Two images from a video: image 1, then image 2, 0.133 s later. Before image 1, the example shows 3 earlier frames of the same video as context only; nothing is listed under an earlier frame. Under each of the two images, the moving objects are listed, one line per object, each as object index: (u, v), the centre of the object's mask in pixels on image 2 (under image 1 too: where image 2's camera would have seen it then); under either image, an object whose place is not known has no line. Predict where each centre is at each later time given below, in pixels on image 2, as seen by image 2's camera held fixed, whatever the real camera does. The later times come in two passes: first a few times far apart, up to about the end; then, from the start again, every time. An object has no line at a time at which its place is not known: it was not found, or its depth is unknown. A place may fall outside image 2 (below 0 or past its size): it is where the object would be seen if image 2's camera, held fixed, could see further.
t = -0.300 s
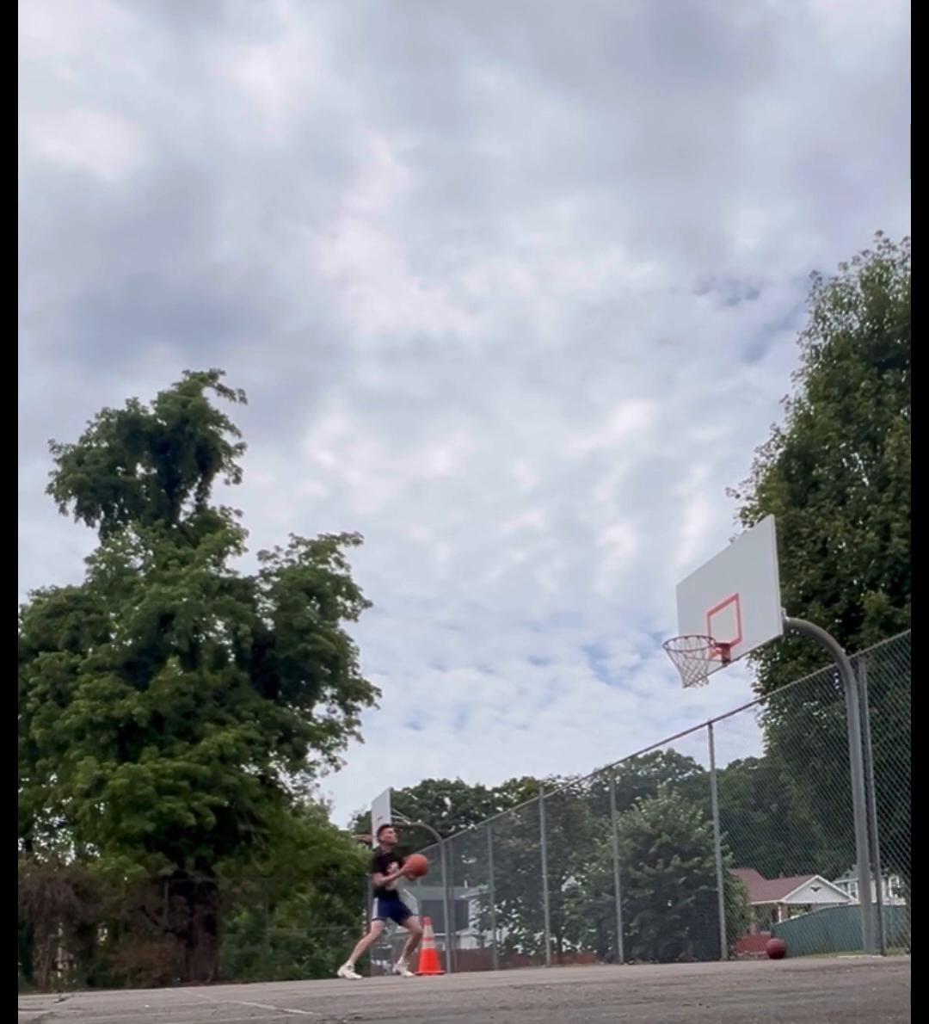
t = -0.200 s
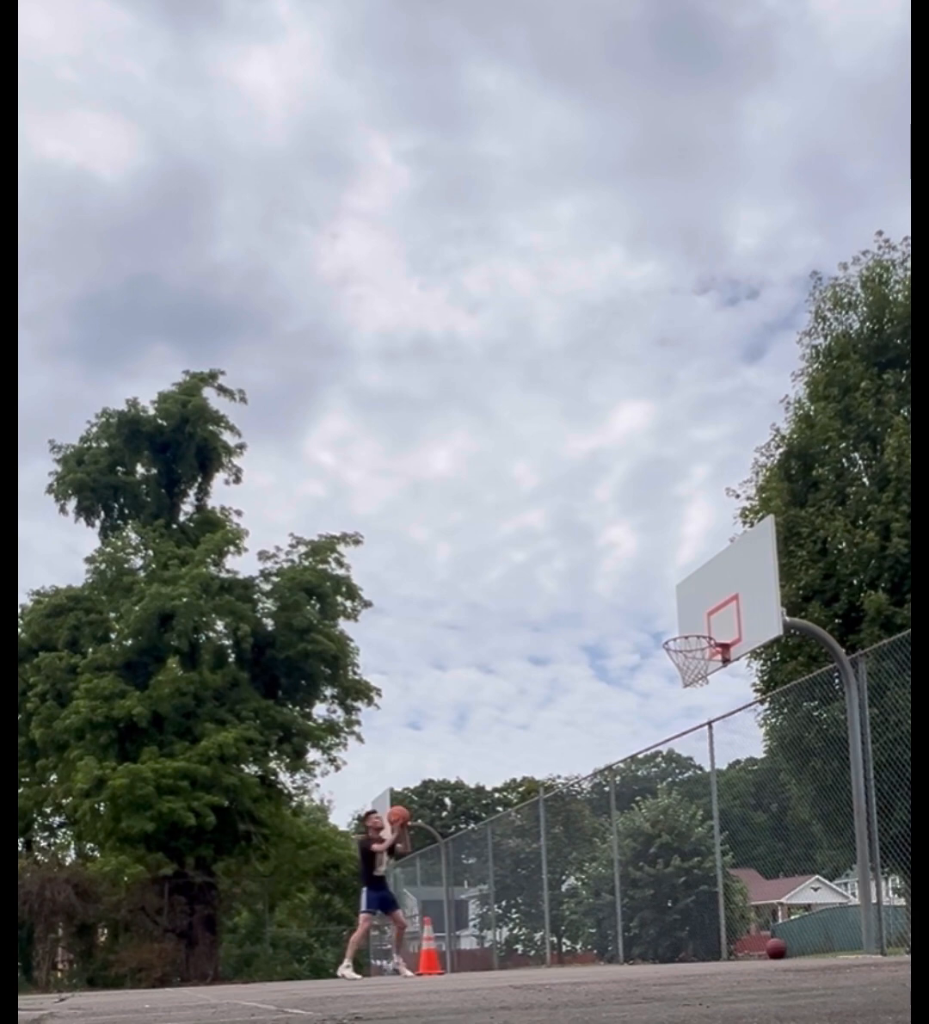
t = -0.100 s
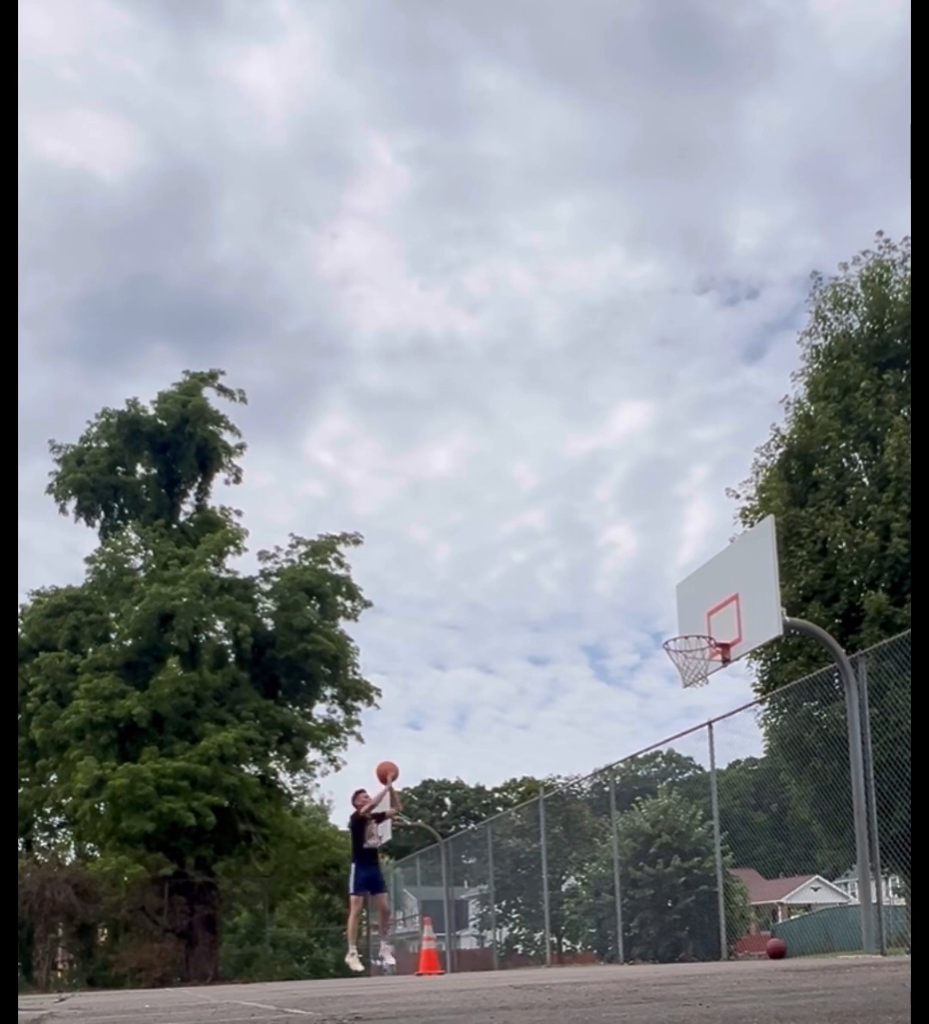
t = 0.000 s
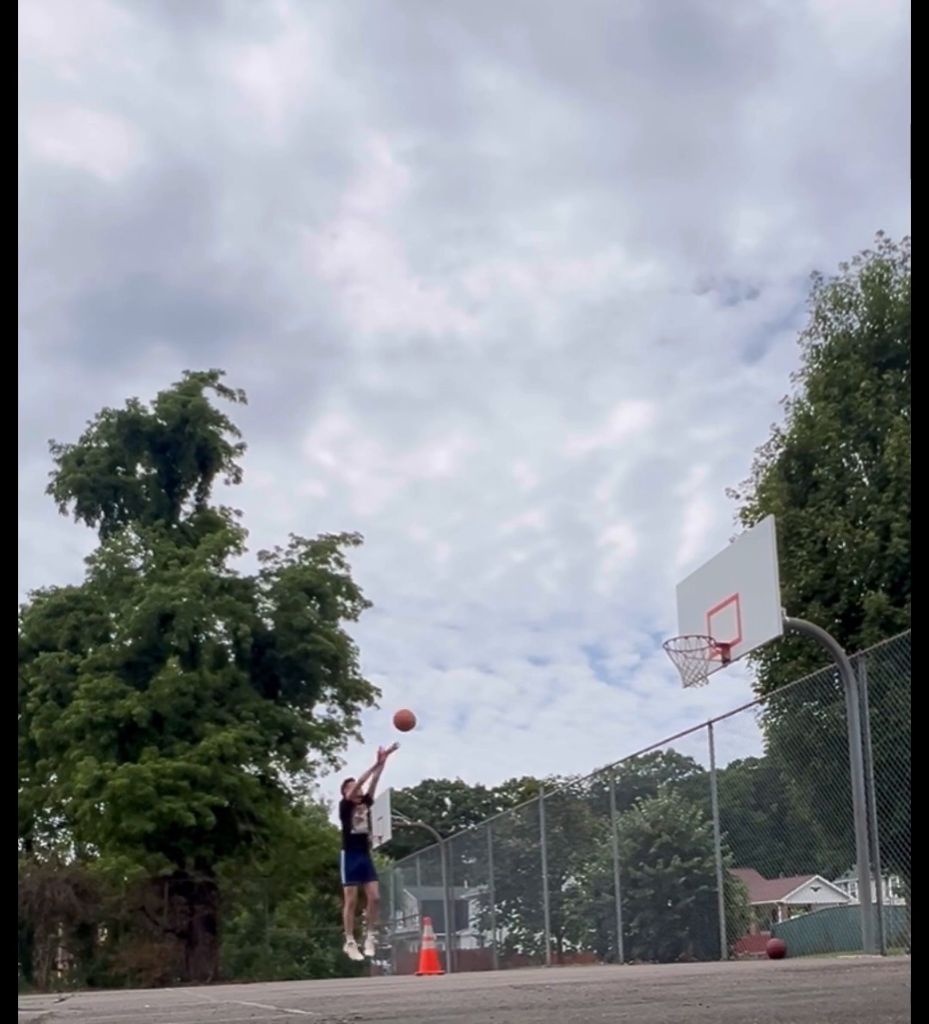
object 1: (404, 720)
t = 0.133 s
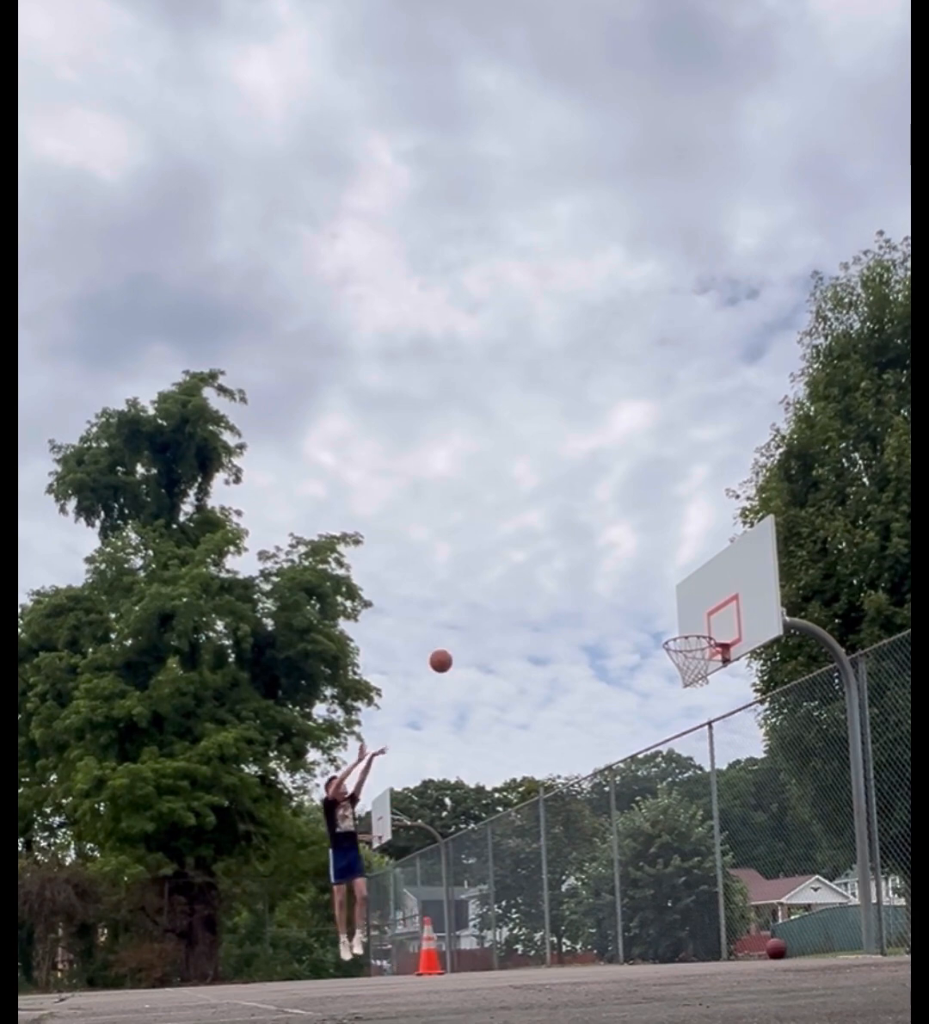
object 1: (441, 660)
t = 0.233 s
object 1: (469, 626)
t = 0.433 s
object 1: (528, 582)
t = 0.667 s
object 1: (604, 579)
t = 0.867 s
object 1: (674, 619)
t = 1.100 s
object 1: (683, 669)
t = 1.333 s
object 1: (686, 676)
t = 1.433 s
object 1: (697, 685)
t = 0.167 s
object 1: (450, 648)
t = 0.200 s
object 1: (459, 637)
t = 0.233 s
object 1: (469, 626)
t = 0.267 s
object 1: (479, 616)
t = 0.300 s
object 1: (488, 608)
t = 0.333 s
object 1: (498, 600)
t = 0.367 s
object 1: (508, 593)
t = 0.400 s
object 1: (518, 587)
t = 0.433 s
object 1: (528, 582)
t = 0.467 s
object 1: (539, 579)
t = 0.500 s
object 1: (549, 576)
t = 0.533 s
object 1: (560, 574)
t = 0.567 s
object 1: (571, 574)
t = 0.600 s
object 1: (581, 574)
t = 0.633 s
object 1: (592, 576)
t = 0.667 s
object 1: (604, 579)
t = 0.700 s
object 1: (615, 583)
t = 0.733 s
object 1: (627, 587)
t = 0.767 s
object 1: (639, 593)
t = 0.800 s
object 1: (650, 600)
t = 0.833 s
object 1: (662, 609)
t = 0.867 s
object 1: (674, 619)
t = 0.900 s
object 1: (687, 629)
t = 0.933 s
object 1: (699, 642)
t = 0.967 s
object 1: (696, 655)
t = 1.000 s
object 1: (690, 668)
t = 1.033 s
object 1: (685, 676)
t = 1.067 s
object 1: (685, 672)
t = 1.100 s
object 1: (683, 669)
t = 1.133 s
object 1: (683, 668)
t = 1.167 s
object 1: (683, 667)
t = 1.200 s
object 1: (682, 668)
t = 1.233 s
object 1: (681, 669)
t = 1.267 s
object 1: (681, 672)
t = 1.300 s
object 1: (683, 674)
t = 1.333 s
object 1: (686, 676)
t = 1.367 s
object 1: (689, 678)
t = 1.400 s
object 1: (693, 681)
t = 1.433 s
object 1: (697, 685)
